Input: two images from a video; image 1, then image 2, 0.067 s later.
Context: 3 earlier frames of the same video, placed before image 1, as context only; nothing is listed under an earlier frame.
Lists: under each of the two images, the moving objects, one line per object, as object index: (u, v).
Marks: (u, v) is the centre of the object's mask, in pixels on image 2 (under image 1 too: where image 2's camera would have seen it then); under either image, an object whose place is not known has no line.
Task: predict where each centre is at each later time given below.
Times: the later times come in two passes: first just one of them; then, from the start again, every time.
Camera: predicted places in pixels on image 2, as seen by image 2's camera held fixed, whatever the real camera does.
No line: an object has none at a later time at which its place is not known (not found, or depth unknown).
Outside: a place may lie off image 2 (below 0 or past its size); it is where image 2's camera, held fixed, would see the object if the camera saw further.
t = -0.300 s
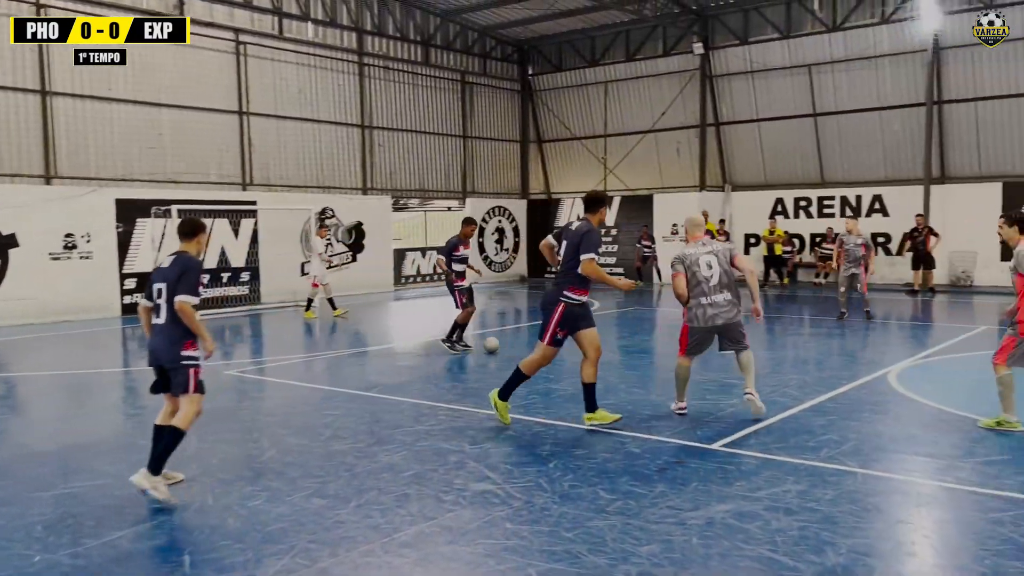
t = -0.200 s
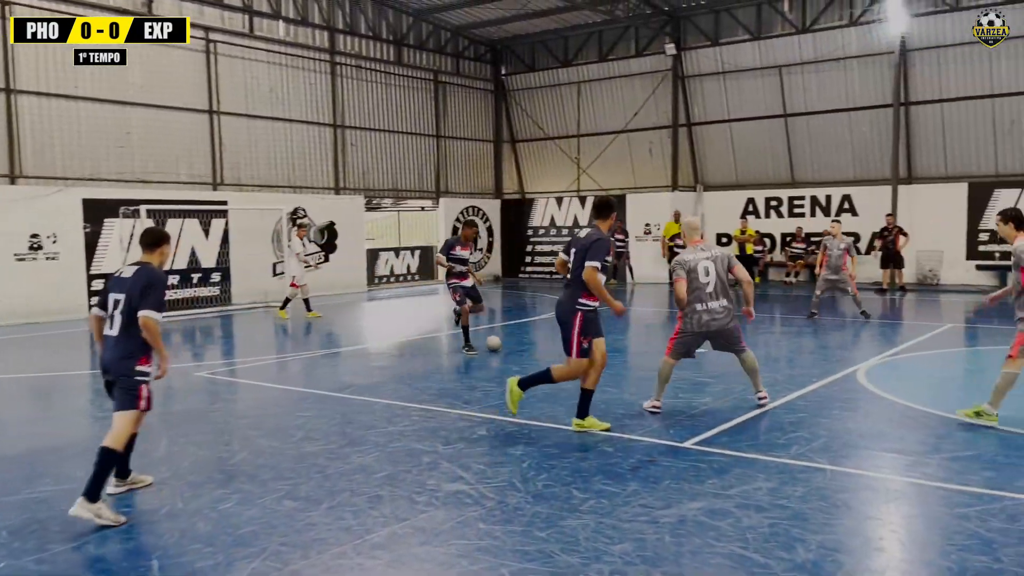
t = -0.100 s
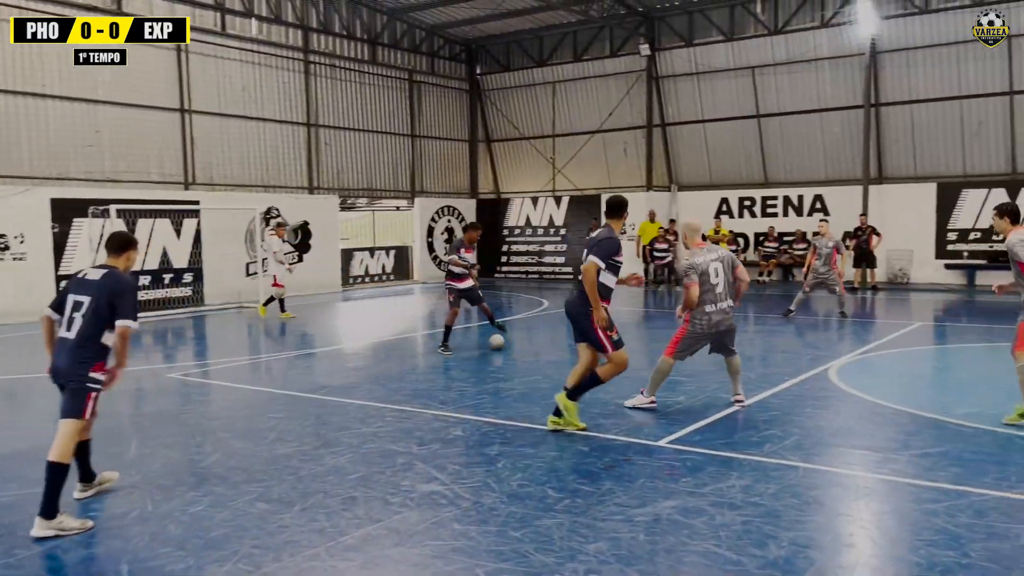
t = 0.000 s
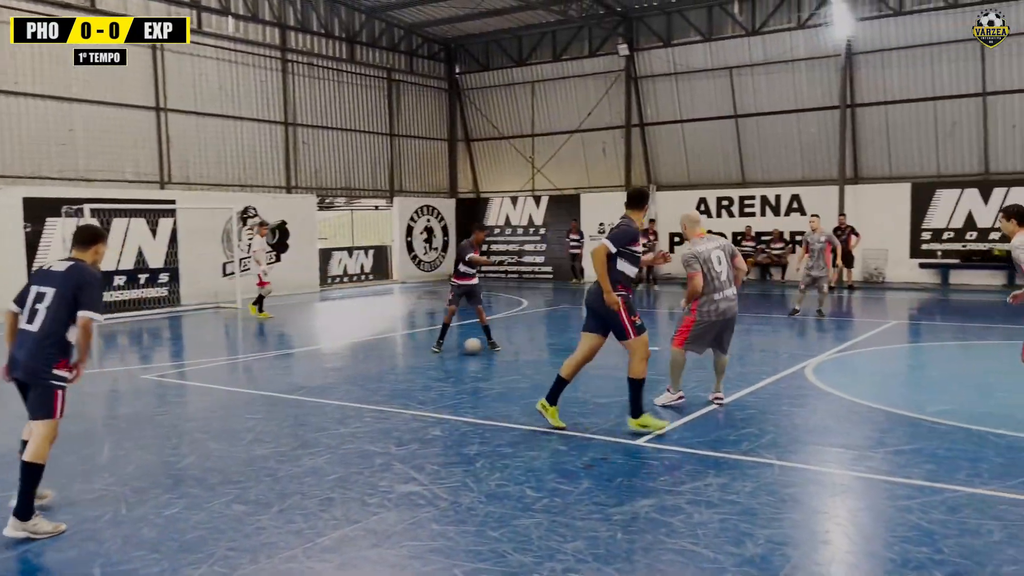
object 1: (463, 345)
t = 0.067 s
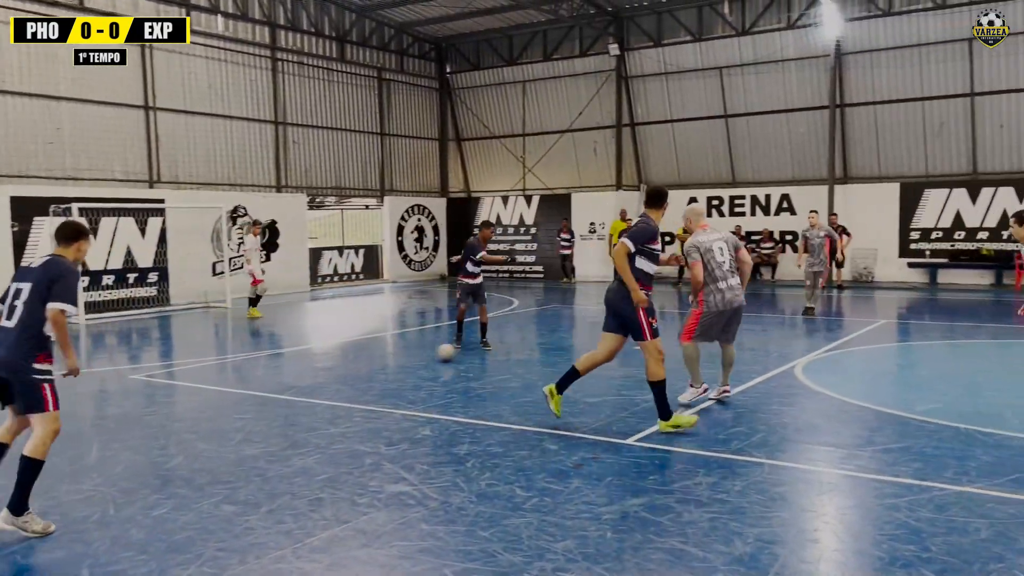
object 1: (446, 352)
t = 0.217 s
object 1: (402, 370)
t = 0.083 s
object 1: (441, 354)
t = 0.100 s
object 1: (436, 356)
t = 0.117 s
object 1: (431, 358)
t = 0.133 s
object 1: (427, 360)
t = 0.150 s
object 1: (421, 362)
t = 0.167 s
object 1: (417, 364)
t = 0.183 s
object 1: (412, 366)
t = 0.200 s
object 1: (407, 368)
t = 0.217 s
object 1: (402, 370)
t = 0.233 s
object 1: (397, 372)
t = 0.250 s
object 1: (392, 374)
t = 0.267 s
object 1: (387, 376)
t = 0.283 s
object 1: (382, 378)
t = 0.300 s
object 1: (376, 380)
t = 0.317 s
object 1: (371, 382)
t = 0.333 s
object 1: (365, 385)
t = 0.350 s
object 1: (360, 387)
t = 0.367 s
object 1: (355, 389)
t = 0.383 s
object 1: (350, 392)
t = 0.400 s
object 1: (344, 393)
